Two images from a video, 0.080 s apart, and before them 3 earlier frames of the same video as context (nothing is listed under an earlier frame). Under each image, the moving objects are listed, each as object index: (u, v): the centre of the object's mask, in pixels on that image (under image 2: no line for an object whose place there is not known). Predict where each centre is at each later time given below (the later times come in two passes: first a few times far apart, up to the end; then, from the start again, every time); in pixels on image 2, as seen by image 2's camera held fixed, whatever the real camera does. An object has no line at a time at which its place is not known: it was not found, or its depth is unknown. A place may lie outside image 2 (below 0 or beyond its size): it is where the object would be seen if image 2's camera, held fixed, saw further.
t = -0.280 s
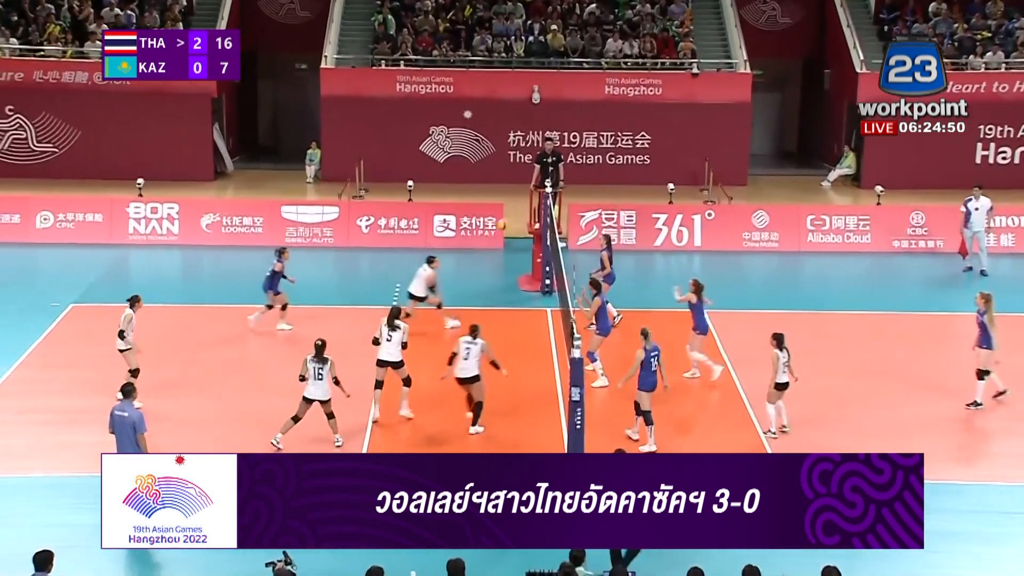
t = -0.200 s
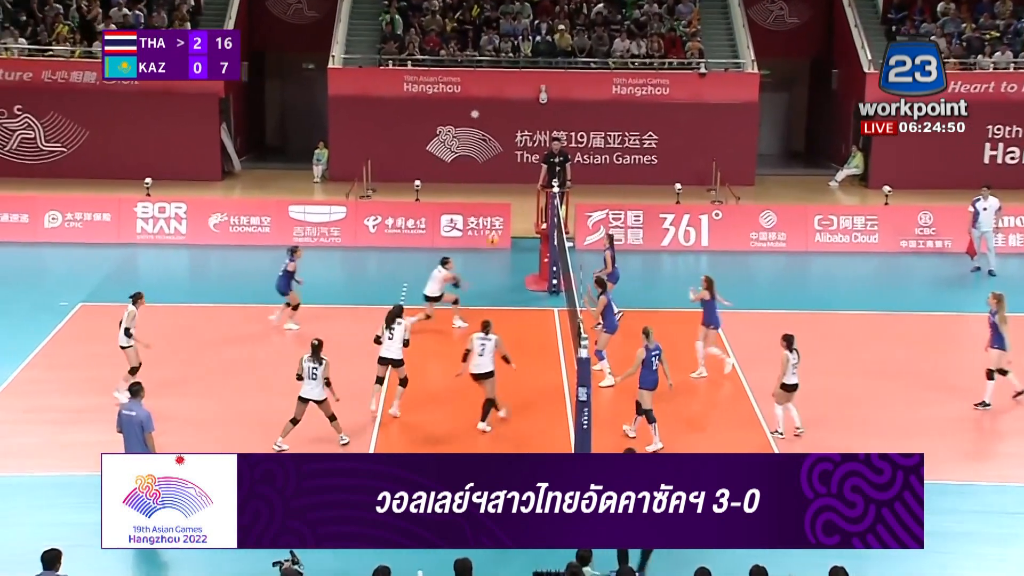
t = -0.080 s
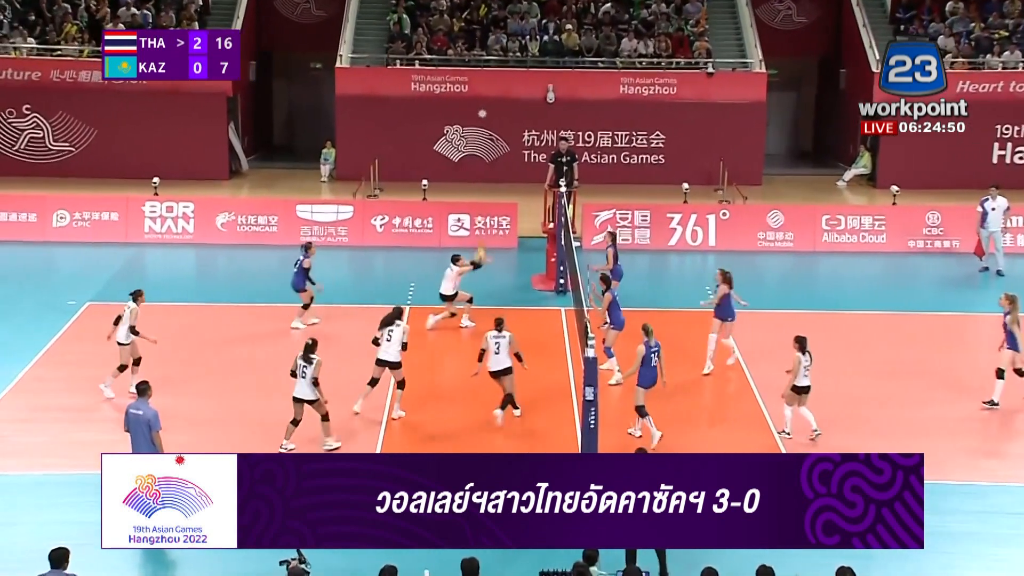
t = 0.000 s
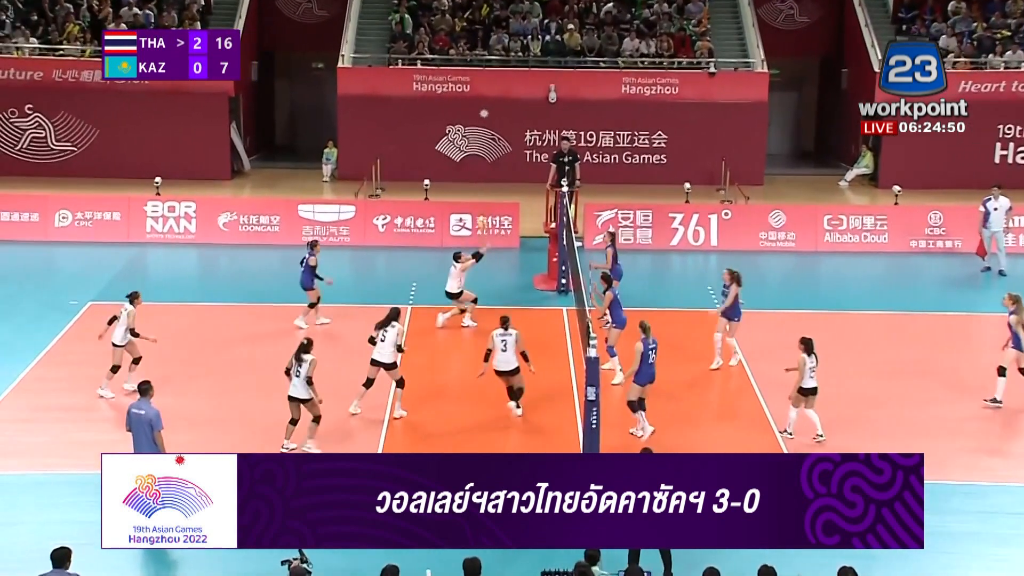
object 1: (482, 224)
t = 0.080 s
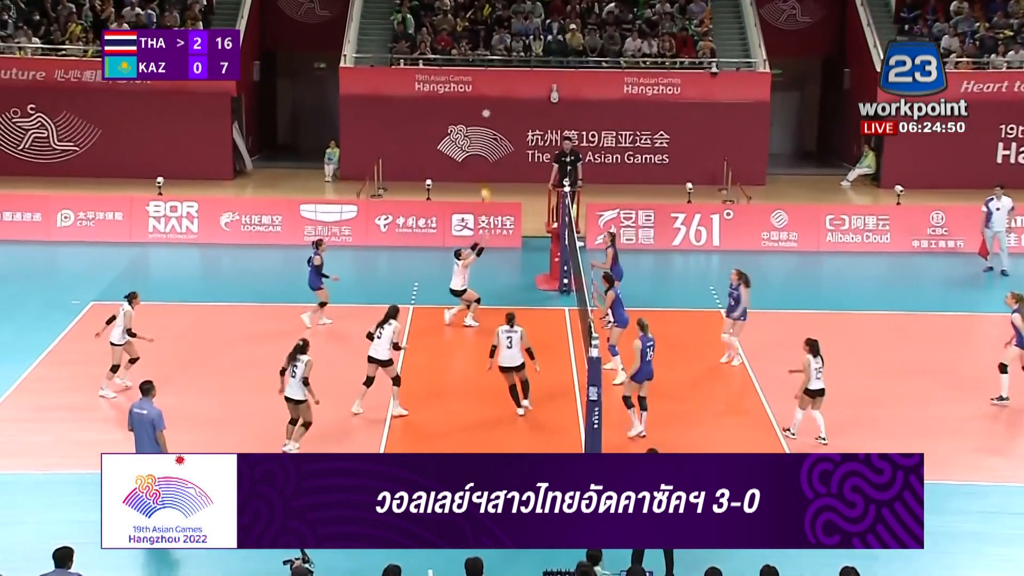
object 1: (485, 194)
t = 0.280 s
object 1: (487, 139)
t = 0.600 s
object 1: (490, 91)
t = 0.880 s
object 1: (492, 97)
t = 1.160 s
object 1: (493, 147)
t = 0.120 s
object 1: (485, 183)
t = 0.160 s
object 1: (486, 171)
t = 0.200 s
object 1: (486, 161)
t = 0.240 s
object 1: (486, 149)
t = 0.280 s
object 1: (487, 139)
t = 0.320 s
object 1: (488, 130)
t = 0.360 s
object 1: (487, 119)
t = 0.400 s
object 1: (488, 115)
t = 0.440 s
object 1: (488, 110)
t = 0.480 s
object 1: (488, 106)
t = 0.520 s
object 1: (489, 99)
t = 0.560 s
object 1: (489, 94)
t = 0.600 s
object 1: (490, 91)
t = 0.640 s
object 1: (490, 89)
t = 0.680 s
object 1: (490, 88)
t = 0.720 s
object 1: (491, 88)
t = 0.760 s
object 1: (491, 89)
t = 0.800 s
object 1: (491, 90)
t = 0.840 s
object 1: (491, 93)
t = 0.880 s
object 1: (492, 97)
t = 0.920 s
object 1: (492, 101)
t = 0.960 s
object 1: (492, 106)
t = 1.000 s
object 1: (491, 113)
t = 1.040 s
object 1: (493, 120)
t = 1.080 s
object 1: (493, 128)
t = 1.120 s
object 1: (493, 137)
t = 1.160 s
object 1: (493, 147)
